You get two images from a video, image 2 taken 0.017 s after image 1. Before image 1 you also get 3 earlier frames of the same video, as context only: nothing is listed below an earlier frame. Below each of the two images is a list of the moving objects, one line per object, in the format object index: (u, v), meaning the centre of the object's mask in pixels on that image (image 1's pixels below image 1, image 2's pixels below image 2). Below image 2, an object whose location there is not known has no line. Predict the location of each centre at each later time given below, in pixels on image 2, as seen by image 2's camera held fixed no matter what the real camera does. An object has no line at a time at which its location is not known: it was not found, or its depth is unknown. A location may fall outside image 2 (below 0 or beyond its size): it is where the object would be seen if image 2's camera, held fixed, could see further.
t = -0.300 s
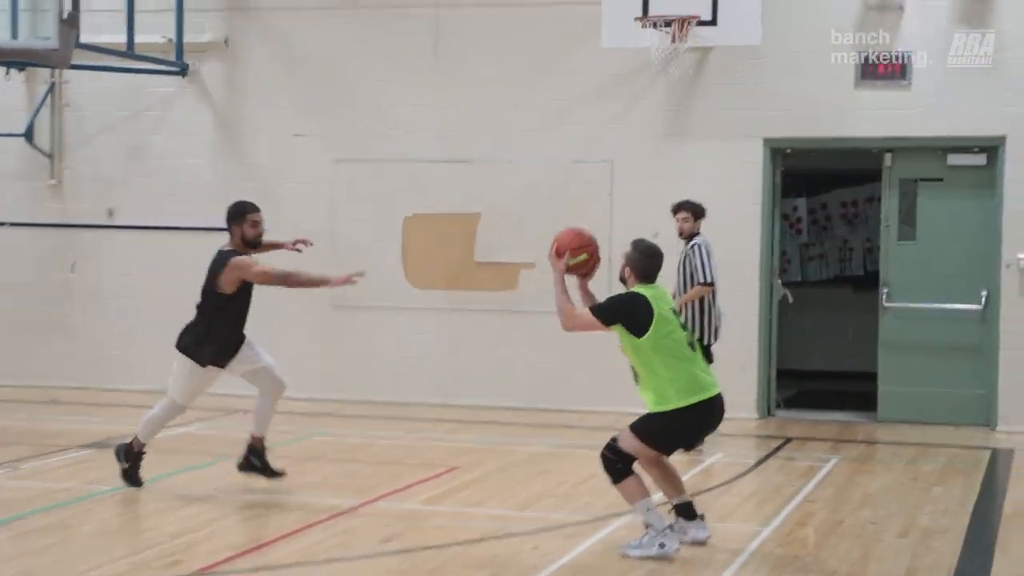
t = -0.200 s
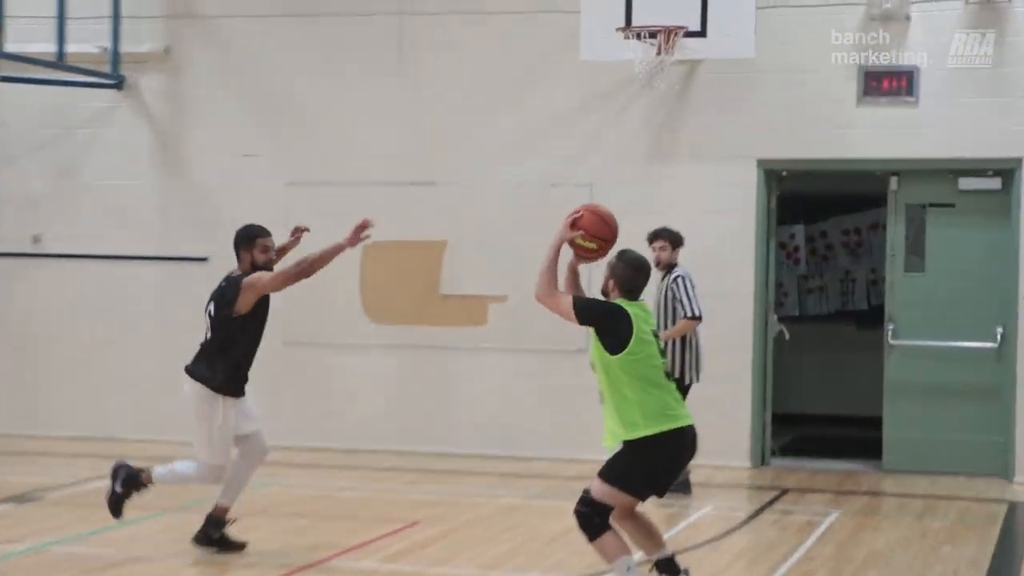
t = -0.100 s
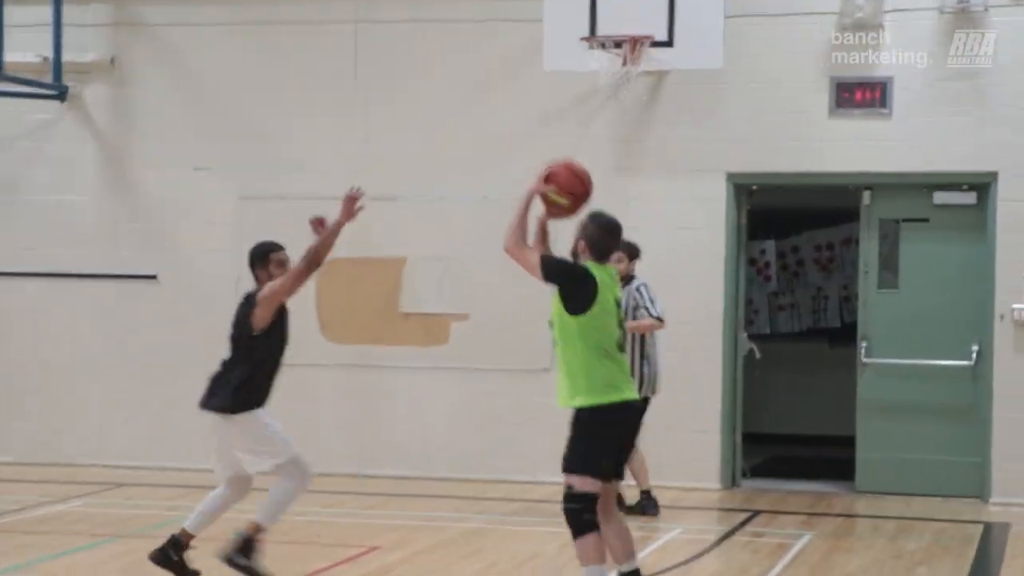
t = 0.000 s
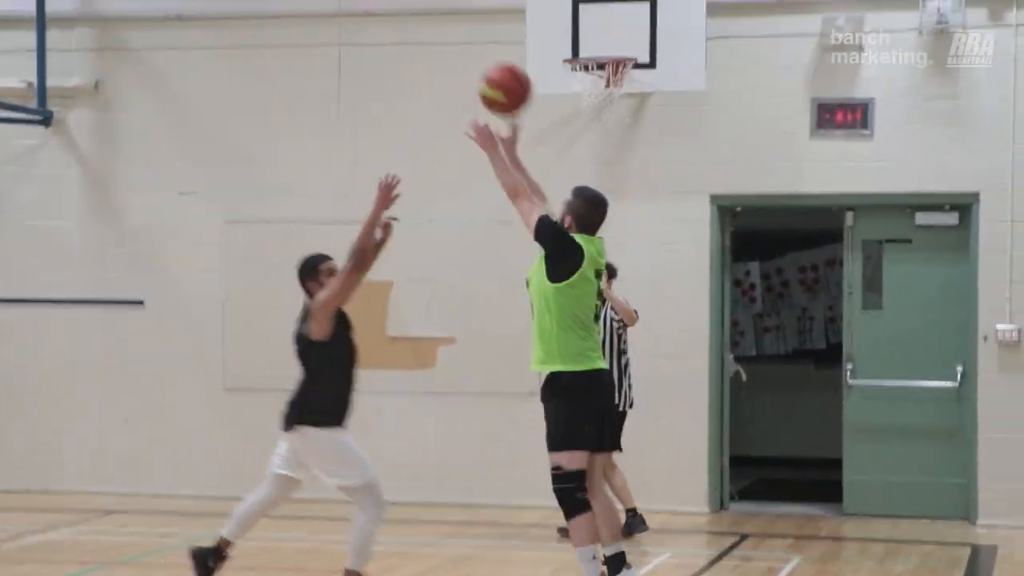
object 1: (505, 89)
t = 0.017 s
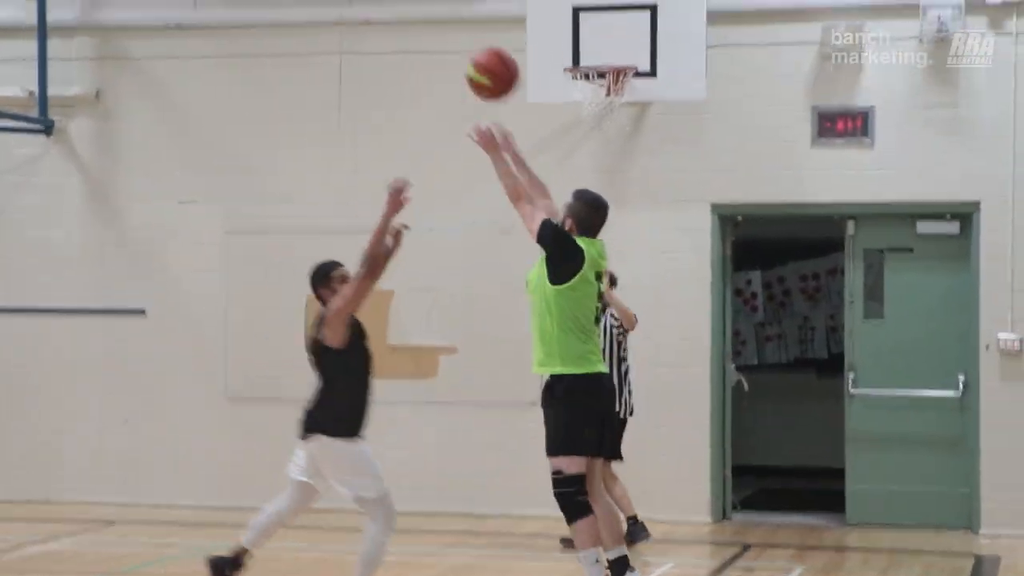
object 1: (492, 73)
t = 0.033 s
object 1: (480, 52)
